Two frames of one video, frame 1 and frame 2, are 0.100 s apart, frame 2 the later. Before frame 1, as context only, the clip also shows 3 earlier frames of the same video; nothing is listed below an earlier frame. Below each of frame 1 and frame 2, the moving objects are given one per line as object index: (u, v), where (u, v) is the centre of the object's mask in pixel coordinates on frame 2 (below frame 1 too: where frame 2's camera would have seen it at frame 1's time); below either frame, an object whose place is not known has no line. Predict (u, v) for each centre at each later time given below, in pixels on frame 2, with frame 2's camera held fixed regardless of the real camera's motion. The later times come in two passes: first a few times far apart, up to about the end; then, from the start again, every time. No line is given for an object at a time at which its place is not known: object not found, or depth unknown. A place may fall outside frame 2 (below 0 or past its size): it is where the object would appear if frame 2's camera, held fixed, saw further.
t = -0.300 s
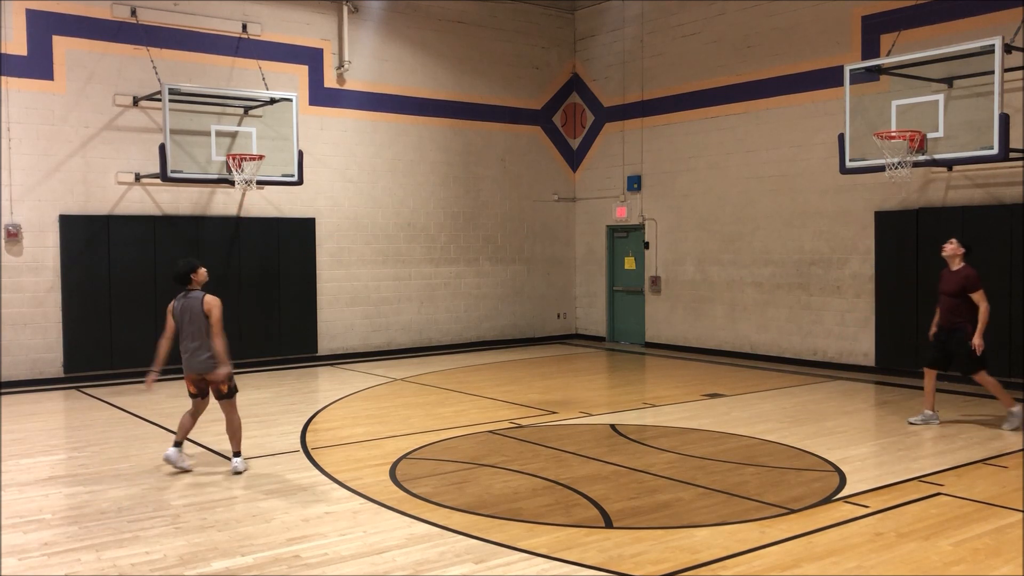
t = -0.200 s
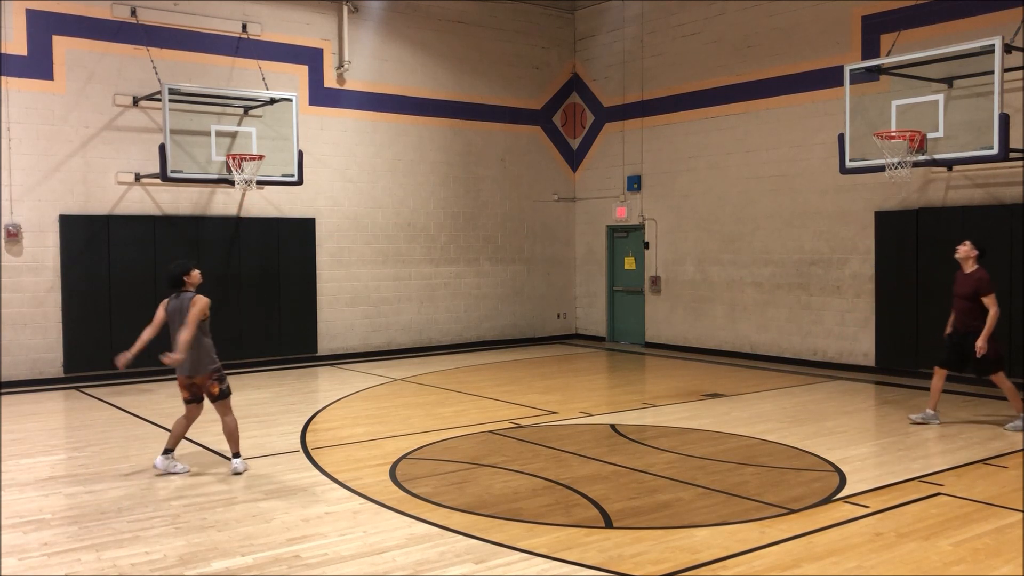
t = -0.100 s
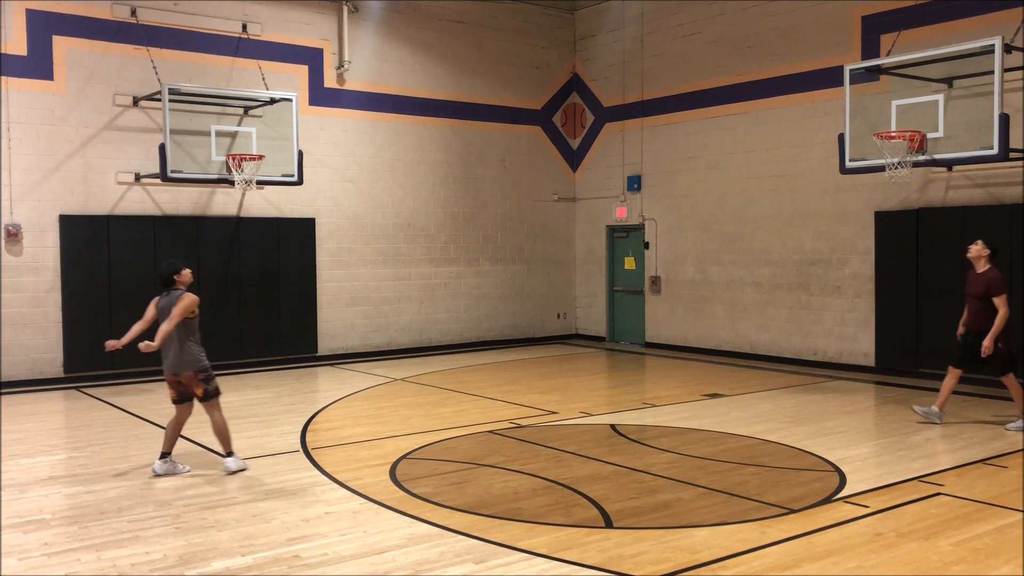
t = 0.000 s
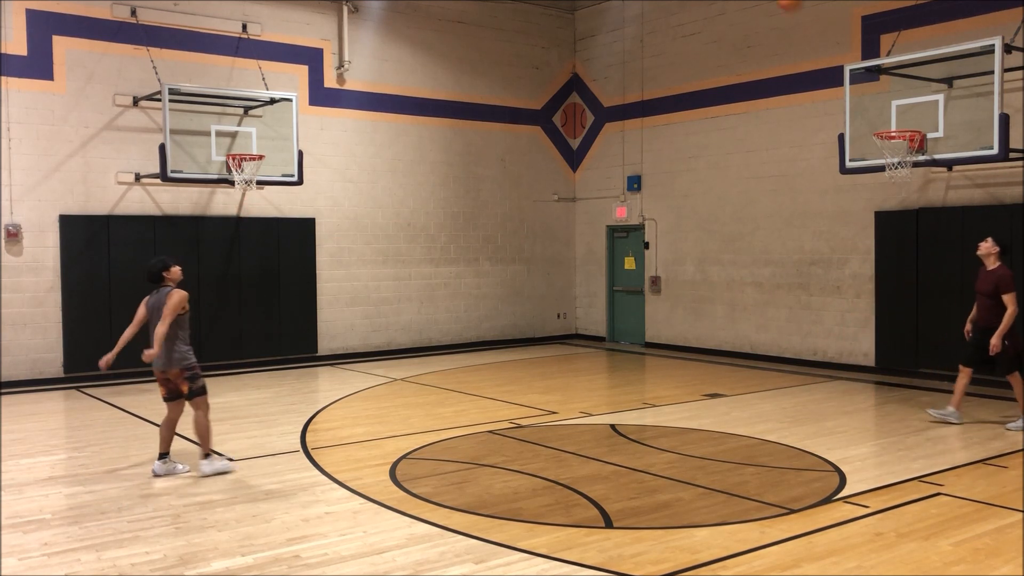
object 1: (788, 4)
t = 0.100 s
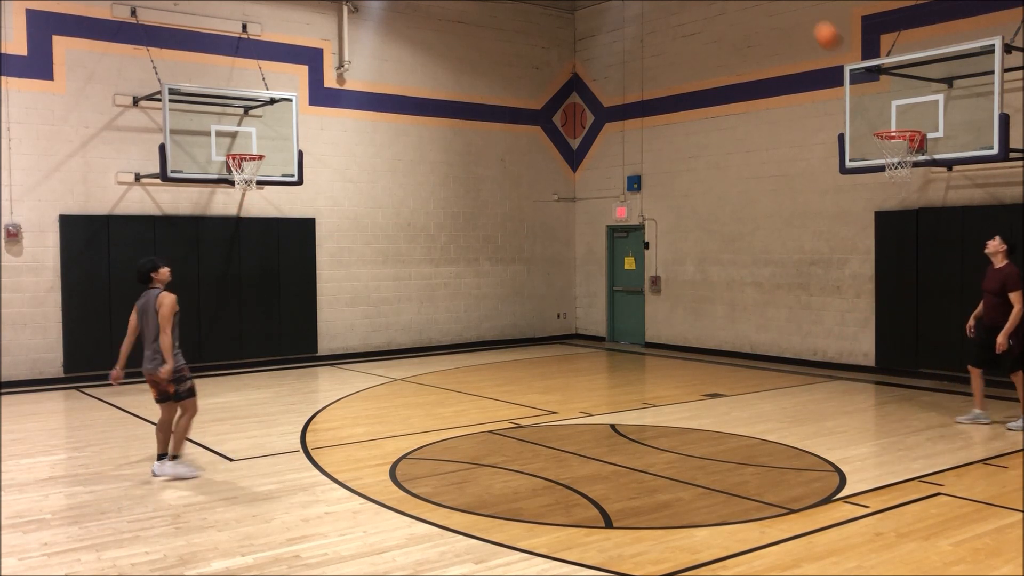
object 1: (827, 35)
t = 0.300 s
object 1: (902, 125)
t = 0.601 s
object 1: (913, 256)
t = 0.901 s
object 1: (910, 372)
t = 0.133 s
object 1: (840, 49)
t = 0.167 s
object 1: (852, 63)
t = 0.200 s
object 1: (865, 81)
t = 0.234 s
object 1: (877, 97)
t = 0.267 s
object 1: (889, 114)
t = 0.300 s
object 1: (902, 125)
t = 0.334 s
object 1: (908, 149)
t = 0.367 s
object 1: (909, 161)
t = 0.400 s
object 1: (910, 173)
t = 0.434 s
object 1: (911, 183)
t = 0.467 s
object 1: (912, 196)
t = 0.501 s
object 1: (911, 211)
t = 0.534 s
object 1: (912, 224)
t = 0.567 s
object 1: (912, 239)
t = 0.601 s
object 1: (913, 256)
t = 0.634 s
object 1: (914, 274)
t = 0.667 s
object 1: (914, 292)
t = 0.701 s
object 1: (915, 311)
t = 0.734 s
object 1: (915, 331)
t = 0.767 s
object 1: (916, 351)
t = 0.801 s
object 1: (916, 371)
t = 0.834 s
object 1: (917, 396)
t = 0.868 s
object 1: (914, 388)
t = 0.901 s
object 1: (910, 372)
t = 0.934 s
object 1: (906, 359)
